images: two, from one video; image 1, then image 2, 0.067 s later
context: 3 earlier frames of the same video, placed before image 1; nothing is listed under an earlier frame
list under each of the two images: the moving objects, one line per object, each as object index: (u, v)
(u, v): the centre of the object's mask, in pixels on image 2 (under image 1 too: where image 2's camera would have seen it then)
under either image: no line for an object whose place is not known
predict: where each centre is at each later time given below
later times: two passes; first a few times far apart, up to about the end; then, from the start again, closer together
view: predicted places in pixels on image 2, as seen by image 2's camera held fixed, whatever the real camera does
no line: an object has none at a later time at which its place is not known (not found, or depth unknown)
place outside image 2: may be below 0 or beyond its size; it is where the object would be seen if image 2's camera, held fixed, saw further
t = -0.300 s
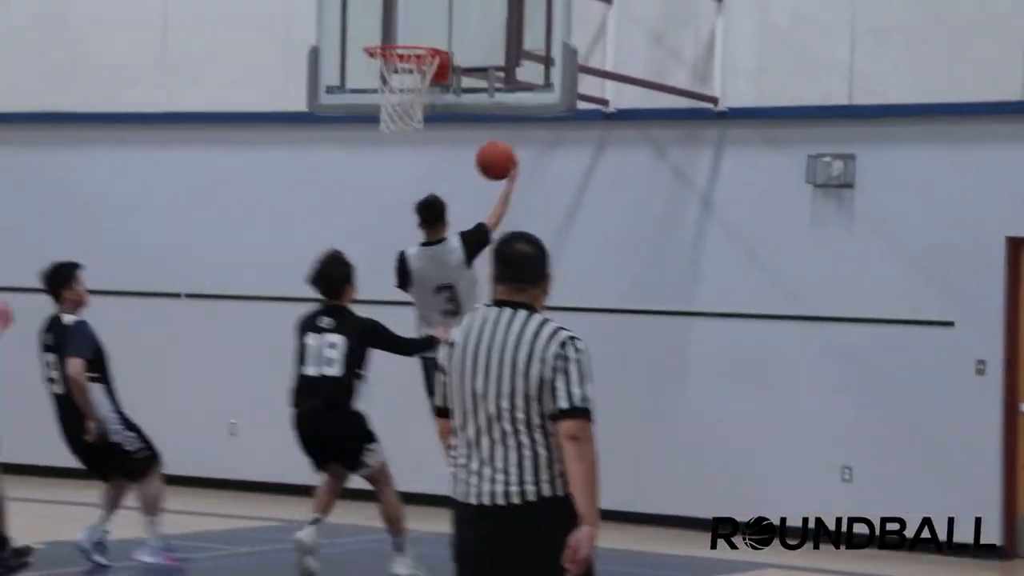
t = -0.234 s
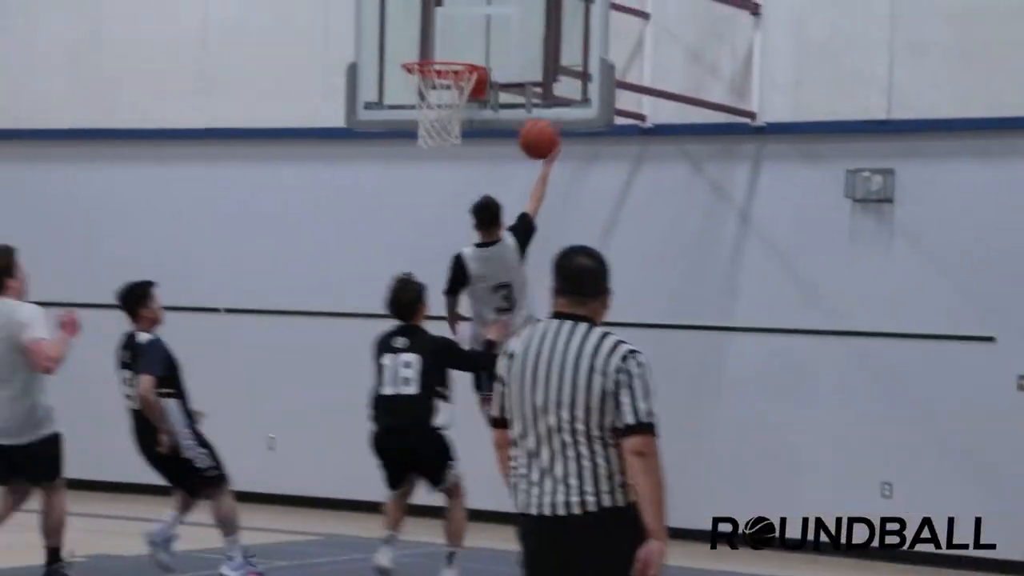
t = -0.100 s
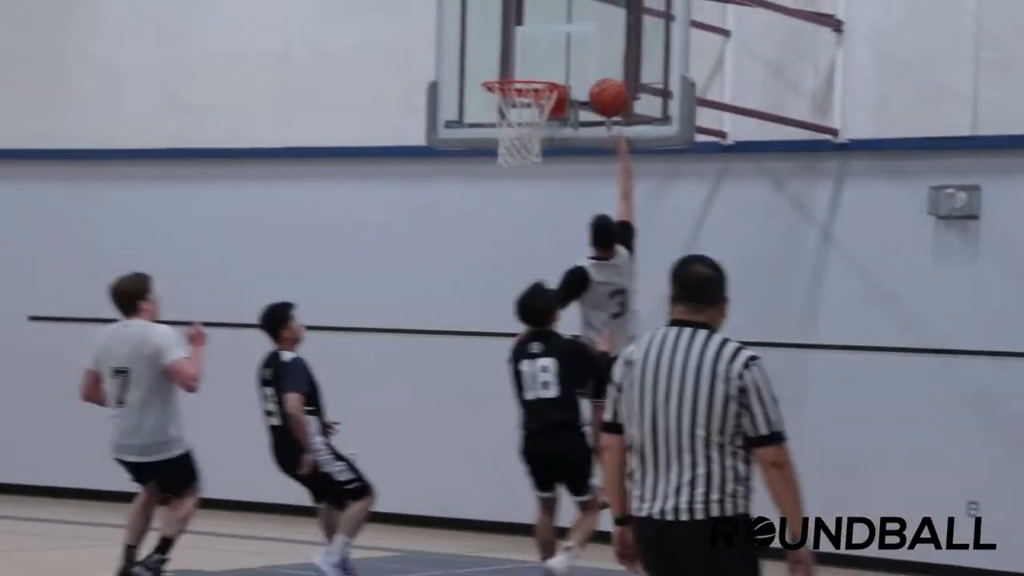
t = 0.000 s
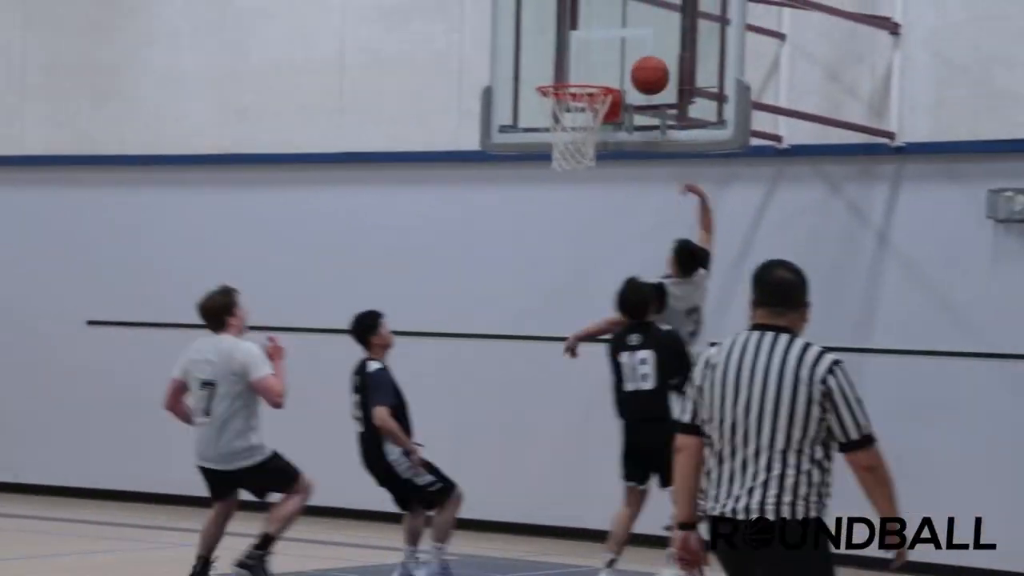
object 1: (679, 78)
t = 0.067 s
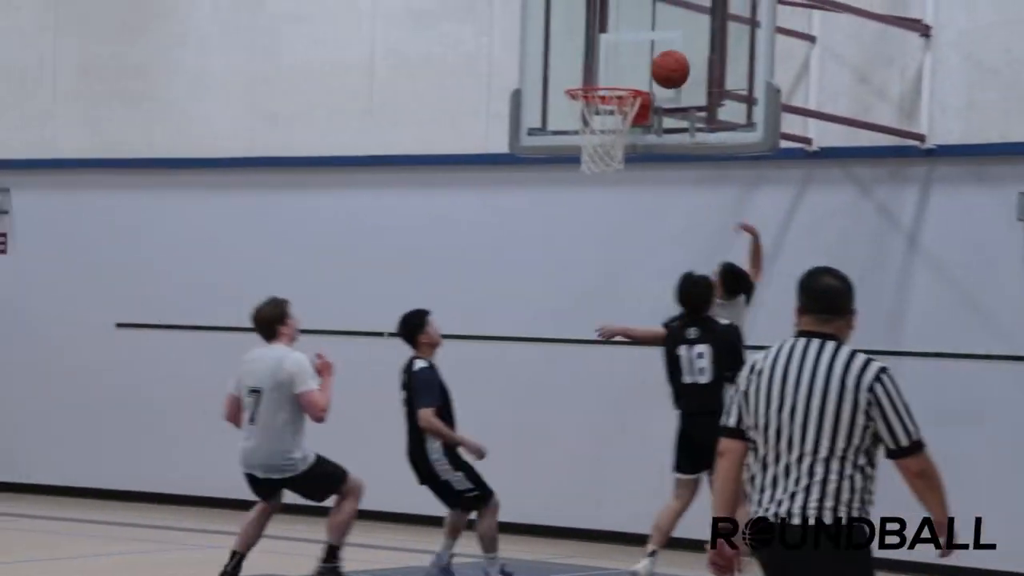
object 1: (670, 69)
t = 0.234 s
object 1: (626, 67)
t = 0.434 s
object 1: (575, 117)
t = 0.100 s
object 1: (662, 65)
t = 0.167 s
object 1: (644, 63)
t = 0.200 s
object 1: (636, 64)
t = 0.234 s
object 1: (626, 67)
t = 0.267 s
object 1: (618, 71)
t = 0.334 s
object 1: (599, 78)
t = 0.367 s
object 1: (590, 83)
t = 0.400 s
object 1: (580, 108)
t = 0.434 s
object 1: (575, 117)
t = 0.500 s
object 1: (572, 129)
